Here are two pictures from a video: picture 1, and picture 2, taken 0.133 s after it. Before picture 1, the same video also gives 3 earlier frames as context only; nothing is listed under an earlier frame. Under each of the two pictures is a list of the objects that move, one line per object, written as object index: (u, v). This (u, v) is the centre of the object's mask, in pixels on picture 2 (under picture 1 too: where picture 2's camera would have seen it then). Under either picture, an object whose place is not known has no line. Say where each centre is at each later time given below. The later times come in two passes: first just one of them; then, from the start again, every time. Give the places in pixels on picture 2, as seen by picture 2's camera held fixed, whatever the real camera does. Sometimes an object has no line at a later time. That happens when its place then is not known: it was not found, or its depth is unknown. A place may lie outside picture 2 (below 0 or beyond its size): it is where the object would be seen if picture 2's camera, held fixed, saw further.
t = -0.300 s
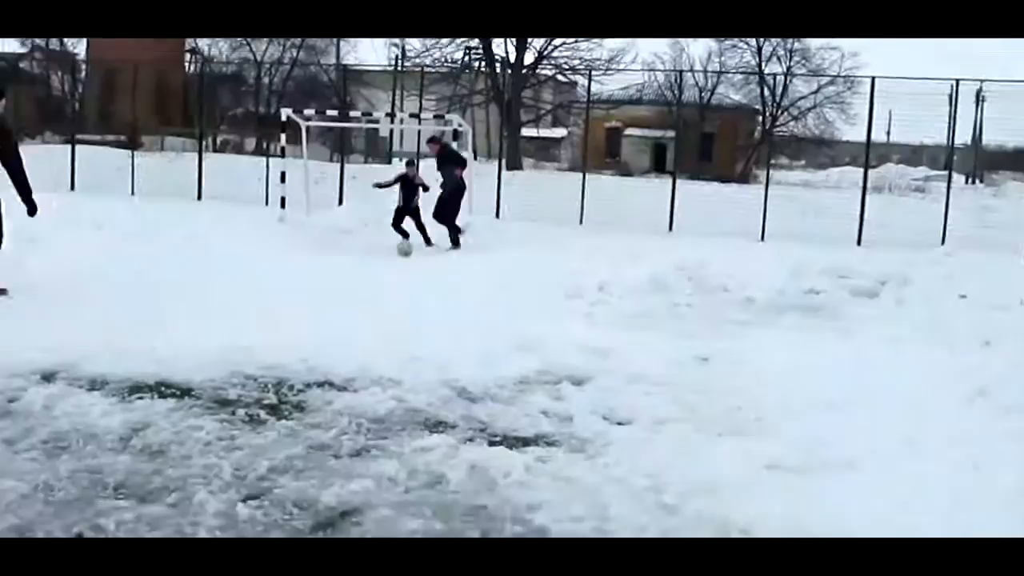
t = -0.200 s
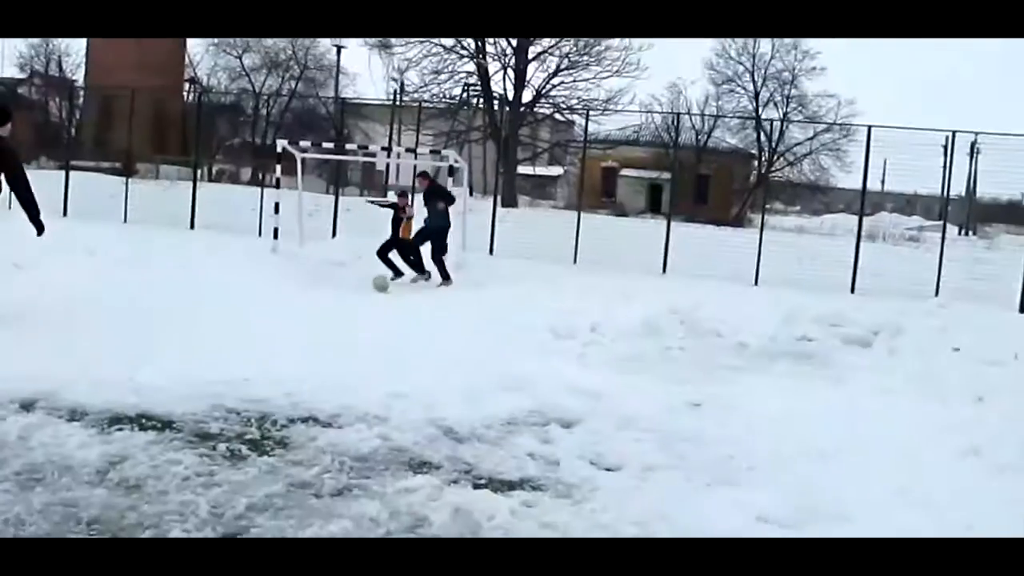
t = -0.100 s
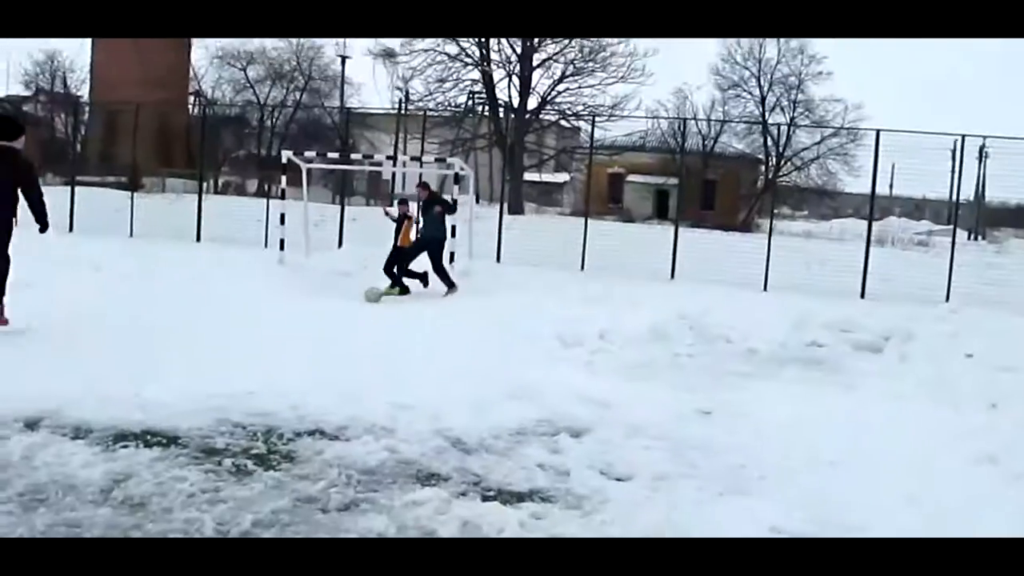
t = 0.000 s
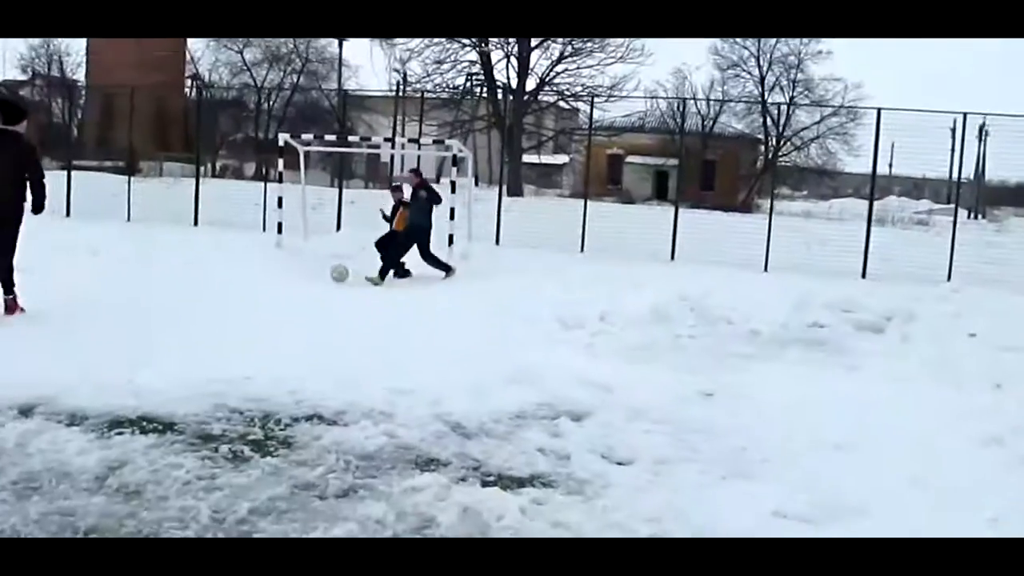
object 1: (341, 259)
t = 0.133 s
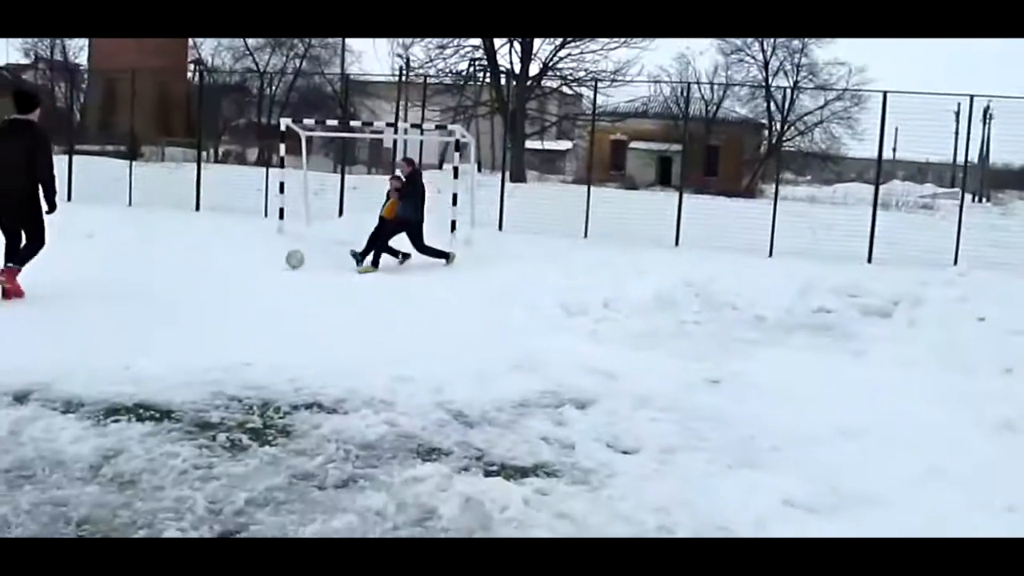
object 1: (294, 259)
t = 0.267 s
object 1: (255, 254)
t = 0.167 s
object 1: (284, 259)
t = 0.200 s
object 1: (272, 260)
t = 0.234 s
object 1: (263, 258)
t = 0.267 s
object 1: (255, 254)
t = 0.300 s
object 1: (246, 251)
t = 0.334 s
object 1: (238, 250)
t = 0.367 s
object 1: (228, 249)
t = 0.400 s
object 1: (219, 250)
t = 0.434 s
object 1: (210, 251)
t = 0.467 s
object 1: (201, 254)
